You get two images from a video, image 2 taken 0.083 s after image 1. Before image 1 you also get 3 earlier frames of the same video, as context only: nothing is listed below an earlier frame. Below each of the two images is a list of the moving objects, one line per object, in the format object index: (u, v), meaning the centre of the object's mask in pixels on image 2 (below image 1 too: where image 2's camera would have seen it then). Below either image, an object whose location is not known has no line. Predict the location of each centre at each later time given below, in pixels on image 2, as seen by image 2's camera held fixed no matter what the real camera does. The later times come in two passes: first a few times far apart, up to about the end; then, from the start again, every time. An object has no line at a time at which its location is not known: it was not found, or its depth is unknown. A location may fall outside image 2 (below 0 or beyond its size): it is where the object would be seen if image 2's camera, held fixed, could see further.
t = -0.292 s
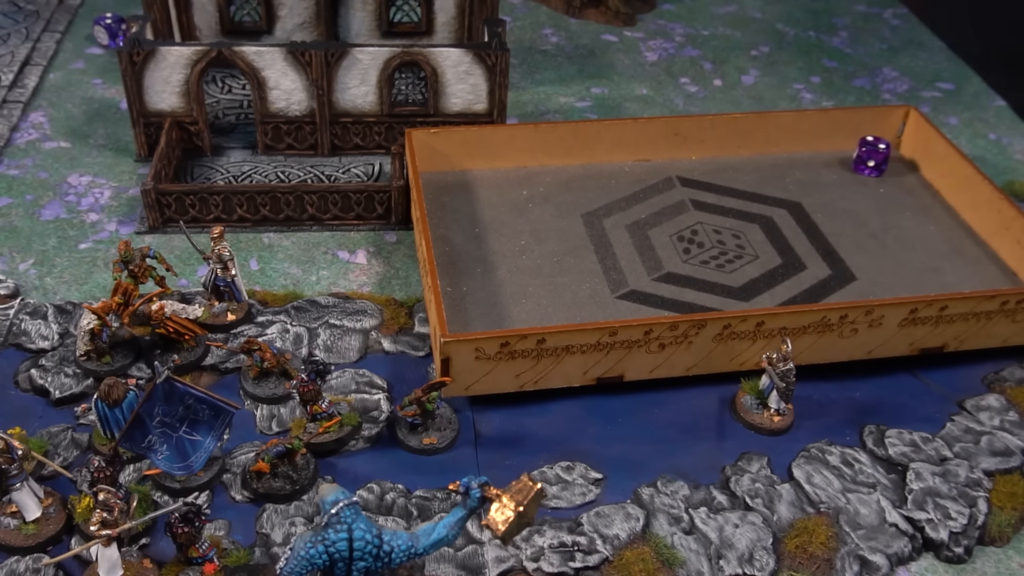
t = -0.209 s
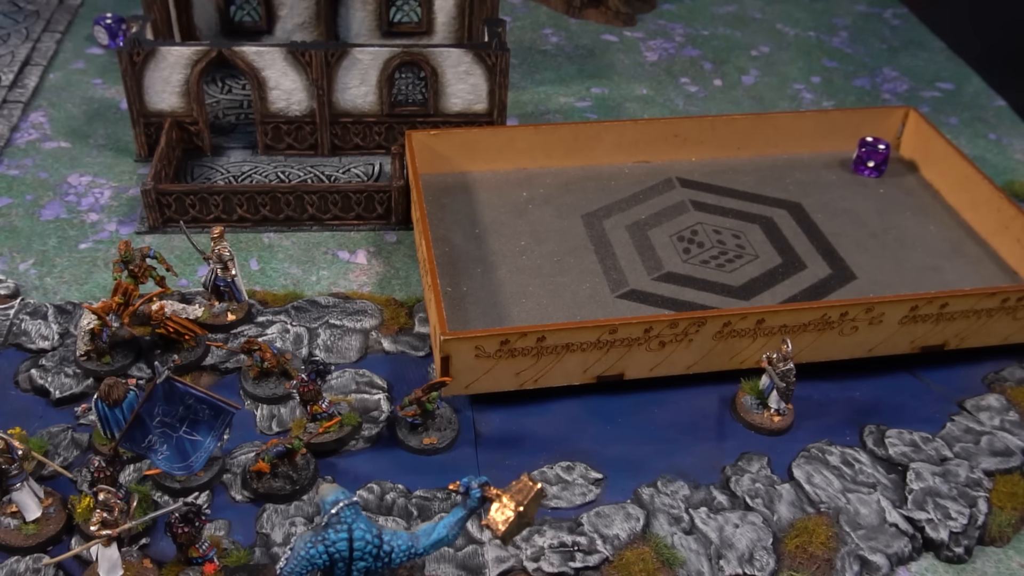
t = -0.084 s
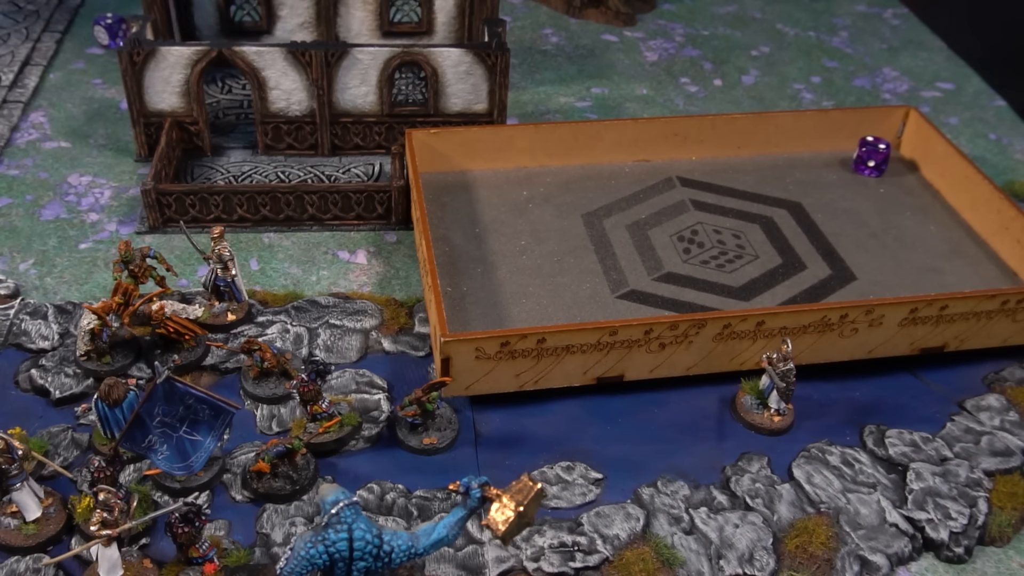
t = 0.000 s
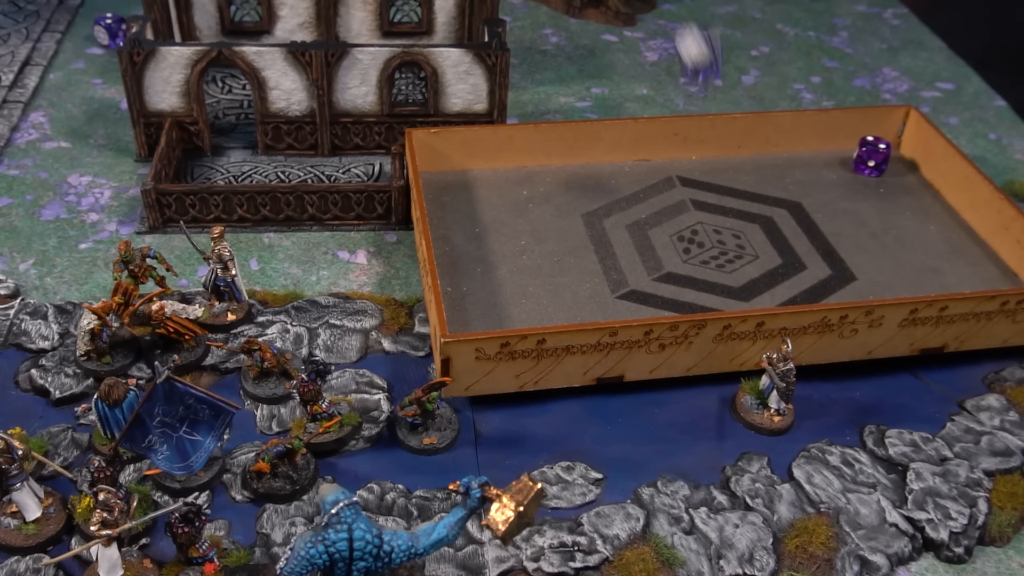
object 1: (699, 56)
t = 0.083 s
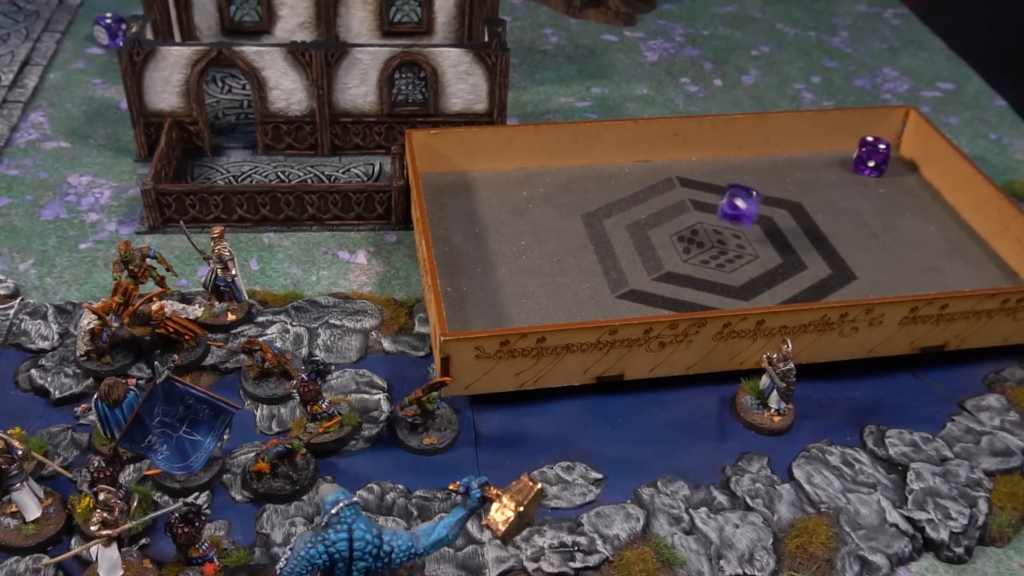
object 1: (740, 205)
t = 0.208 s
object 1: (795, 269)
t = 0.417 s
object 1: (897, 293)
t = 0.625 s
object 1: (904, 272)
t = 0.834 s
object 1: (904, 278)
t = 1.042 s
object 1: (904, 279)
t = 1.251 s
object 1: (904, 279)
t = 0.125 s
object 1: (756, 230)
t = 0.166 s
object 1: (775, 252)
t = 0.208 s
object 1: (795, 269)
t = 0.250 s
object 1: (813, 284)
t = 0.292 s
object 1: (839, 293)
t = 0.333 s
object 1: (860, 293)
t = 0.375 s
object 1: (884, 294)
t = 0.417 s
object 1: (897, 293)
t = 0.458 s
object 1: (910, 292)
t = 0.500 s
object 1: (915, 289)
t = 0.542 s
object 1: (912, 281)
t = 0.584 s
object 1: (905, 278)
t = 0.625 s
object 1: (904, 272)
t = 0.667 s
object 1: (904, 270)
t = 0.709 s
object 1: (904, 273)
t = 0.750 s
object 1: (906, 279)
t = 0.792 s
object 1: (905, 279)
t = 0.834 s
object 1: (904, 278)
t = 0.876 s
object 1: (905, 279)
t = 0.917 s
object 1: (904, 279)
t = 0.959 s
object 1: (904, 279)
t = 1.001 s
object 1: (904, 279)
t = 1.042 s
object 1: (904, 279)
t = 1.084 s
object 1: (904, 279)
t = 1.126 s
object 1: (904, 279)
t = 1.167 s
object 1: (904, 279)
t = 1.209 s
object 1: (904, 279)
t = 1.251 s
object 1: (904, 279)
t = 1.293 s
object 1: (904, 279)
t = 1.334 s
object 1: (904, 279)
